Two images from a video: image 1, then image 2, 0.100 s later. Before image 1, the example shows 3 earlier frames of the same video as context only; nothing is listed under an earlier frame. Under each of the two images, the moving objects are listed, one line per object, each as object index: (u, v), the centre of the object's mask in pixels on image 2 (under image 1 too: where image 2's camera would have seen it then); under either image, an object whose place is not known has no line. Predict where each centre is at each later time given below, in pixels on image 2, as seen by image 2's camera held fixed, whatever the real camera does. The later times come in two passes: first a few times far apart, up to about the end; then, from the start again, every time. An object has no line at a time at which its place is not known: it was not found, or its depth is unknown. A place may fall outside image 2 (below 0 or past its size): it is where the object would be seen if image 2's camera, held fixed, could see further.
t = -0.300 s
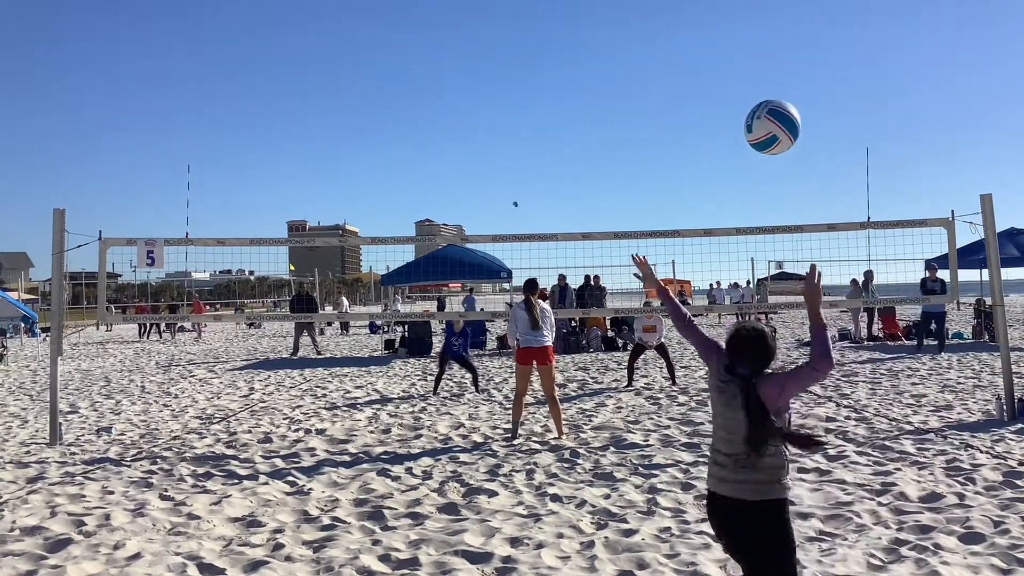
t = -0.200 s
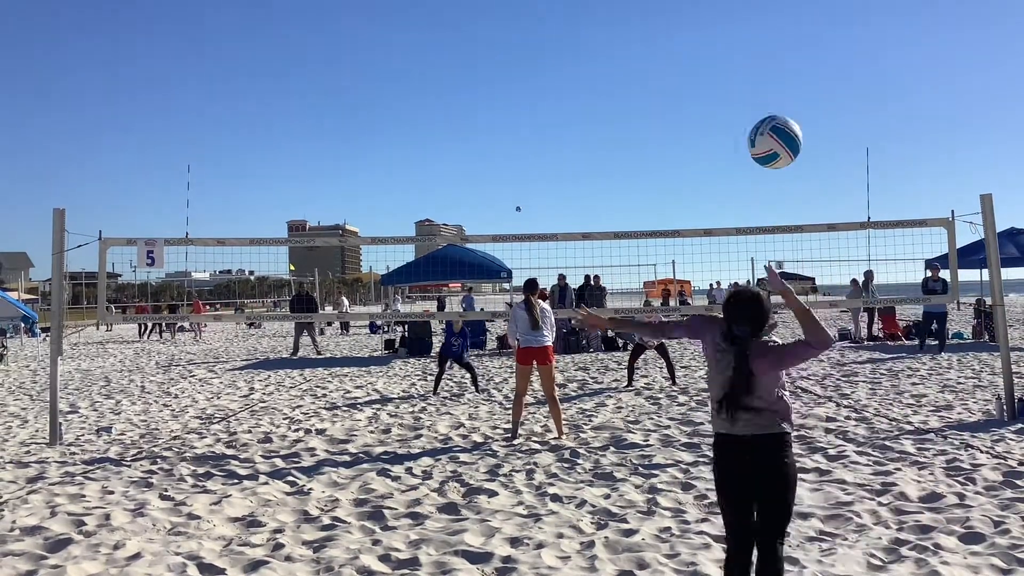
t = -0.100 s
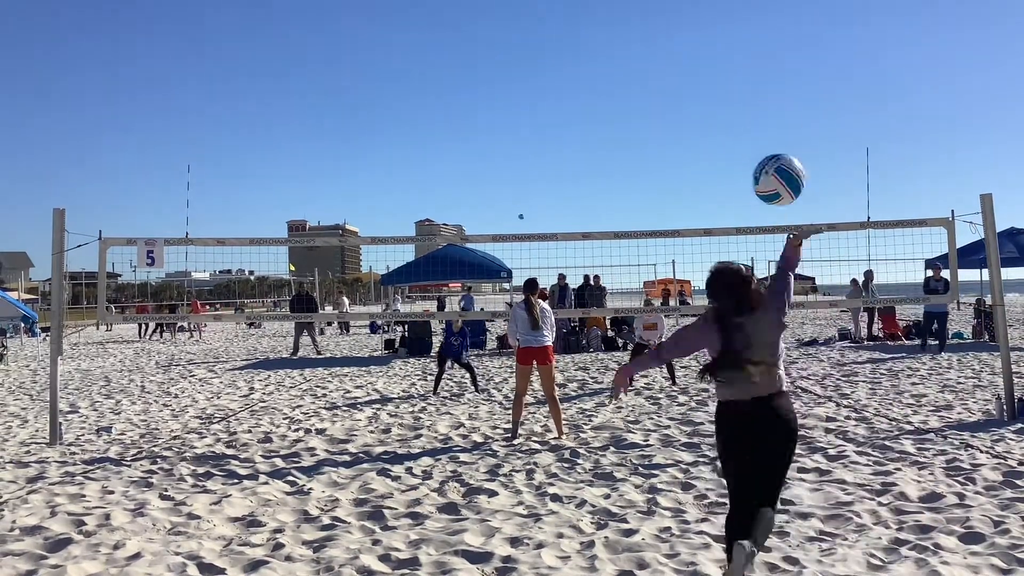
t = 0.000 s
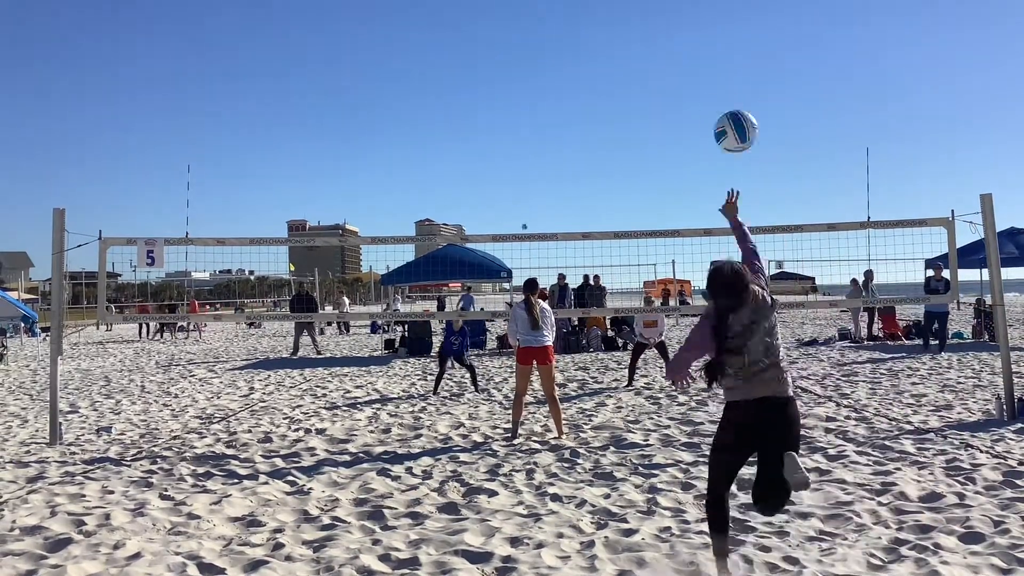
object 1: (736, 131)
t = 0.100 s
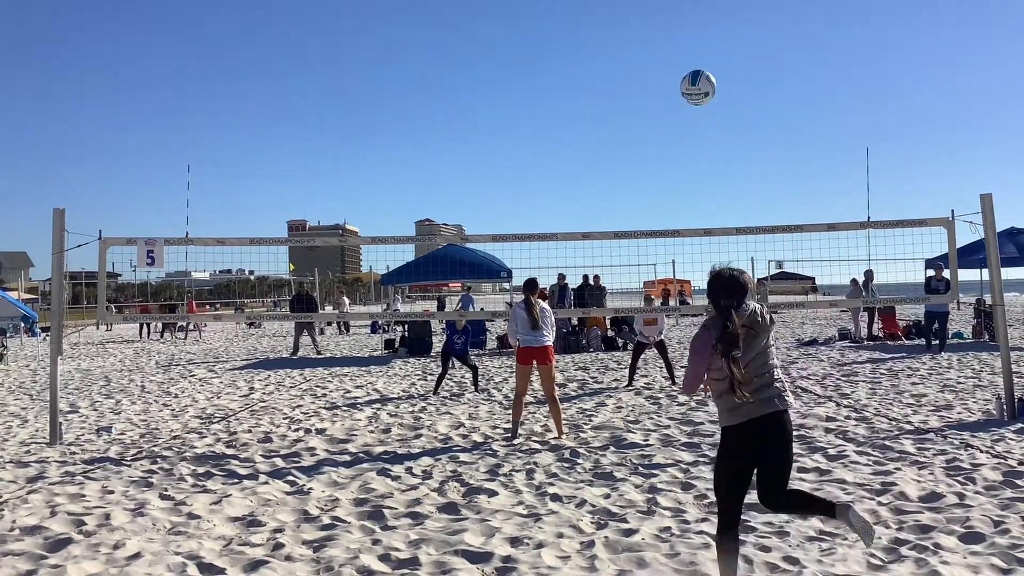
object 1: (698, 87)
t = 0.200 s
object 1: (673, 69)
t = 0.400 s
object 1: (645, 80)
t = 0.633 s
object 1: (629, 136)
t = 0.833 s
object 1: (625, 203)
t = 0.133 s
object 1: (689, 79)
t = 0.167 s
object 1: (680, 73)
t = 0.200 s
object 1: (673, 69)
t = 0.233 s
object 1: (667, 68)
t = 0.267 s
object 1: (661, 67)
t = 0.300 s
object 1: (656, 69)
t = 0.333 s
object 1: (652, 71)
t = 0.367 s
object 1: (649, 75)
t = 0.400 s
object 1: (645, 80)
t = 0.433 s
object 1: (642, 85)
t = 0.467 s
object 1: (639, 93)
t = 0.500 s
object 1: (637, 100)
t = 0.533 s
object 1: (635, 108)
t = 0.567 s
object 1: (633, 117)
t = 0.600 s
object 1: (631, 126)
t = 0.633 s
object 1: (629, 136)
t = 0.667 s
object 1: (628, 146)
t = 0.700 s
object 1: (627, 157)
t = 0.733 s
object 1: (627, 168)
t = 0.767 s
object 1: (626, 179)
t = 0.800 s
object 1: (626, 191)
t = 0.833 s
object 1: (625, 203)
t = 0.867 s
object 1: (625, 216)
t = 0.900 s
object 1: (624, 227)
